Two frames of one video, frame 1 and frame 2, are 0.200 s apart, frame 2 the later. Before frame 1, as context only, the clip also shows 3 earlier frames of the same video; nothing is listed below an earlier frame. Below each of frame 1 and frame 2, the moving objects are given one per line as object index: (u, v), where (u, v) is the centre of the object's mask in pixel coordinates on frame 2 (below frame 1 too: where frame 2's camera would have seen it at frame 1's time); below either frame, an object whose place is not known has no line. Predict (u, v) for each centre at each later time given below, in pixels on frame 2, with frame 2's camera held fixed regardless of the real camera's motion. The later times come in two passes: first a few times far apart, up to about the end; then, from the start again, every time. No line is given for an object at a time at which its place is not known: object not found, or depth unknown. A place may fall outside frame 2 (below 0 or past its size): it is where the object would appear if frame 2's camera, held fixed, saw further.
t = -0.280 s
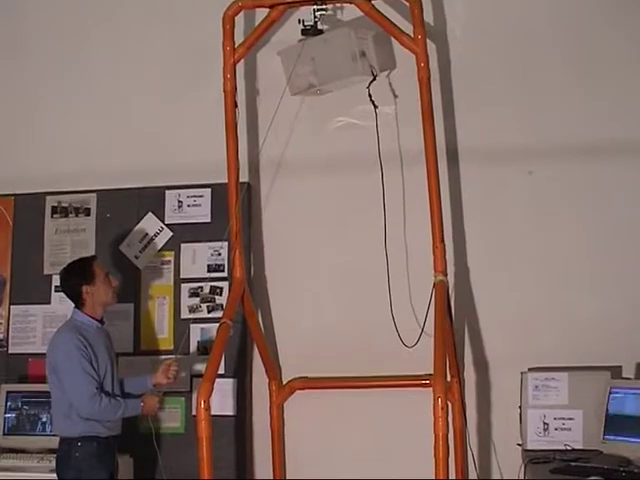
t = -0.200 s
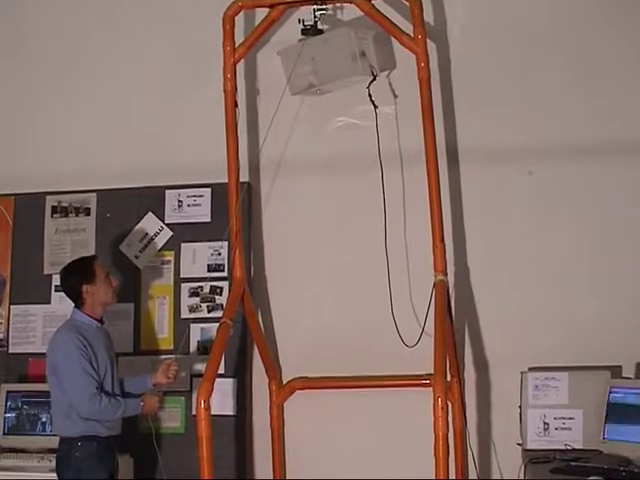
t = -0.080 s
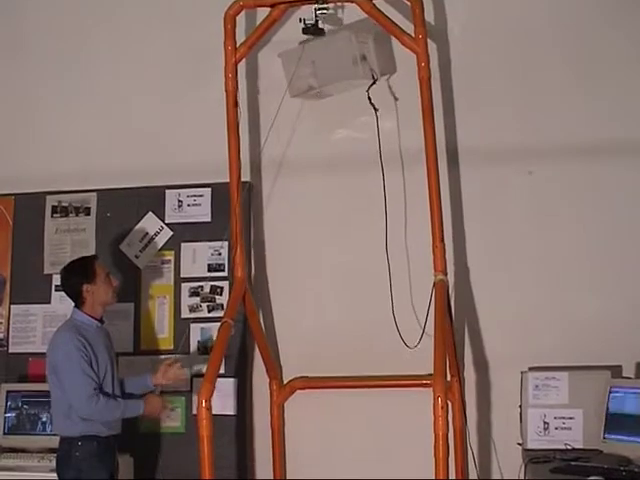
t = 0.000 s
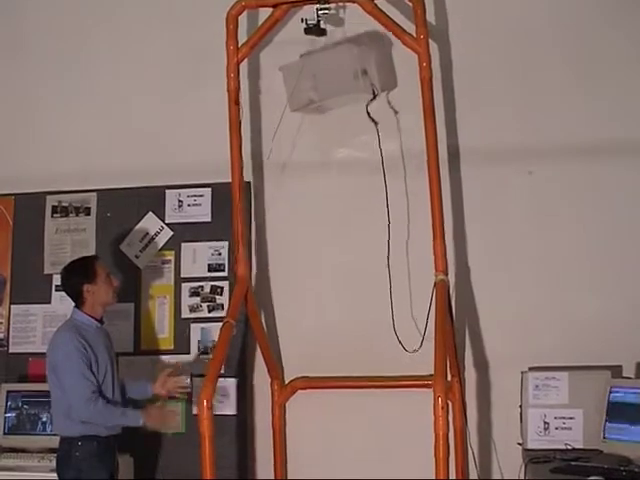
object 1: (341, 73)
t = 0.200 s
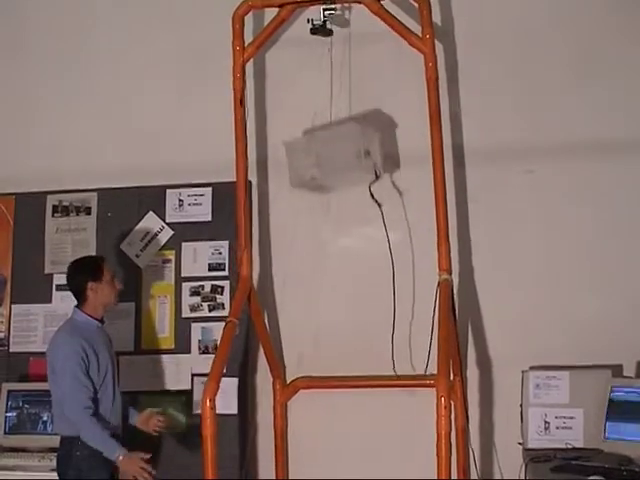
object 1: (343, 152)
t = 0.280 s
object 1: (344, 200)
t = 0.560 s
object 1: (350, 437)
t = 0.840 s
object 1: (347, 529)
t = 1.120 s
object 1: (346, 547)
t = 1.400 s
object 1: (347, 548)
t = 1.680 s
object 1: (347, 548)
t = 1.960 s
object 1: (348, 547)
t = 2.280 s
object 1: (348, 548)
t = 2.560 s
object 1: (348, 548)
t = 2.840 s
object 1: (348, 548)
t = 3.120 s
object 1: (348, 548)
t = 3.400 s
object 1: (348, 548)
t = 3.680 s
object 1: (348, 547)
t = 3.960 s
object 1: (348, 548)
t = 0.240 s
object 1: (344, 175)
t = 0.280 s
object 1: (344, 200)
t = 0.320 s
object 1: (345, 228)
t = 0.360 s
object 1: (346, 258)
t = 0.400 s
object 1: (347, 291)
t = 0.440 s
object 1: (348, 324)
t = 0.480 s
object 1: (348, 359)
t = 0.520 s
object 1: (349, 396)
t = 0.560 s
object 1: (350, 437)
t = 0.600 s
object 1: (351, 479)
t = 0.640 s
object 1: (353, 526)
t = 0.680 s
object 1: (354, 548)
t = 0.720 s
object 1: (355, 542)
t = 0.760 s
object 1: (352, 538)
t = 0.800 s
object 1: (349, 533)
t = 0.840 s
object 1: (347, 529)
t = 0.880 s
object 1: (346, 528)
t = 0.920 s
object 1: (344, 530)
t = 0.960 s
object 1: (344, 533)
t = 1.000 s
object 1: (344, 538)
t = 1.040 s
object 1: (345, 542)
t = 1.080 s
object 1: (344, 546)
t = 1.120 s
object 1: (346, 547)
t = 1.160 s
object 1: (347, 548)
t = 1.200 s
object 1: (349, 547)
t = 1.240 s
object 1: (351, 546)
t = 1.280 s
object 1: (348, 547)
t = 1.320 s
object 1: (348, 548)
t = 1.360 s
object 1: (347, 548)
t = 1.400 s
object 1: (347, 548)
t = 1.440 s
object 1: (348, 547)
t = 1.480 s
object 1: (348, 547)
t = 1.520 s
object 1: (349, 546)
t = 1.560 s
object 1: (348, 548)
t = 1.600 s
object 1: (348, 548)
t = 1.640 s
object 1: (347, 548)
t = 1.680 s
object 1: (347, 548)
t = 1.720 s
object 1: (348, 546)
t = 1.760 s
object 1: (348, 547)
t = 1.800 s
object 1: (348, 547)
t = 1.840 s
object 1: (347, 548)
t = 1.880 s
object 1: (347, 548)
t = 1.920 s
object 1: (348, 548)
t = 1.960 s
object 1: (348, 547)
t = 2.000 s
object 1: (348, 547)
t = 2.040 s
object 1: (348, 547)
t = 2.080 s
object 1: (347, 548)
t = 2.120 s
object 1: (348, 548)
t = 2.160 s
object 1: (348, 548)
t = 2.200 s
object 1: (348, 547)
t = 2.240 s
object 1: (348, 546)
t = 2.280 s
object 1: (348, 548)
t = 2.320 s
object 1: (348, 548)
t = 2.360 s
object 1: (348, 548)
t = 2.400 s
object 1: (348, 548)
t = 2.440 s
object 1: (348, 547)
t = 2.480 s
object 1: (348, 547)
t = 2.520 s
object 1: (348, 547)
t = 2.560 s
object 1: (348, 548)
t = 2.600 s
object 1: (348, 548)
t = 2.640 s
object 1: (348, 548)
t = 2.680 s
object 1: (348, 548)
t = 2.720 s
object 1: (349, 547)
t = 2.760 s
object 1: (348, 547)
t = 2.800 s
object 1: (348, 548)
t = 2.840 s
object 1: (348, 548)
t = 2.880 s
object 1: (348, 548)
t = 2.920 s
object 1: (348, 547)
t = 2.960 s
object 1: (348, 547)
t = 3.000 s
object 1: (348, 548)
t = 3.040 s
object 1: (348, 548)
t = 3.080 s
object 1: (347, 548)
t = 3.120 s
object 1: (348, 548)
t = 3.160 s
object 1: (348, 548)
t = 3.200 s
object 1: (348, 547)
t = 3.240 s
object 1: (348, 548)
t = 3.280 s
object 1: (348, 548)
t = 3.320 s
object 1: (348, 548)
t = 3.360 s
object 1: (348, 548)
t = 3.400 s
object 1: (348, 548)
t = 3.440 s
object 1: (348, 547)
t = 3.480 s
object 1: (348, 547)
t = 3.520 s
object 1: (348, 548)
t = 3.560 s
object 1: (348, 548)
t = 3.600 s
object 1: (348, 548)
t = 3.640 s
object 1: (348, 548)
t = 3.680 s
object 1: (348, 547)
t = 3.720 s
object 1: (348, 547)
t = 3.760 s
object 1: (348, 548)
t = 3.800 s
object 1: (348, 548)
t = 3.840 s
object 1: (348, 548)
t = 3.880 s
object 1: (348, 548)
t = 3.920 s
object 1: (348, 547)
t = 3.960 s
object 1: (348, 548)
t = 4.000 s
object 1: (348, 547)
